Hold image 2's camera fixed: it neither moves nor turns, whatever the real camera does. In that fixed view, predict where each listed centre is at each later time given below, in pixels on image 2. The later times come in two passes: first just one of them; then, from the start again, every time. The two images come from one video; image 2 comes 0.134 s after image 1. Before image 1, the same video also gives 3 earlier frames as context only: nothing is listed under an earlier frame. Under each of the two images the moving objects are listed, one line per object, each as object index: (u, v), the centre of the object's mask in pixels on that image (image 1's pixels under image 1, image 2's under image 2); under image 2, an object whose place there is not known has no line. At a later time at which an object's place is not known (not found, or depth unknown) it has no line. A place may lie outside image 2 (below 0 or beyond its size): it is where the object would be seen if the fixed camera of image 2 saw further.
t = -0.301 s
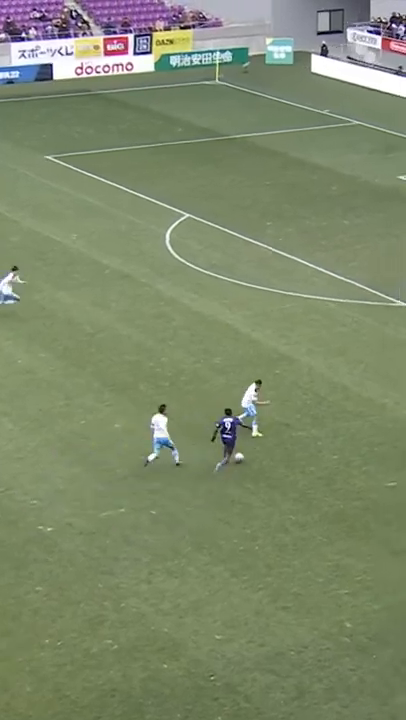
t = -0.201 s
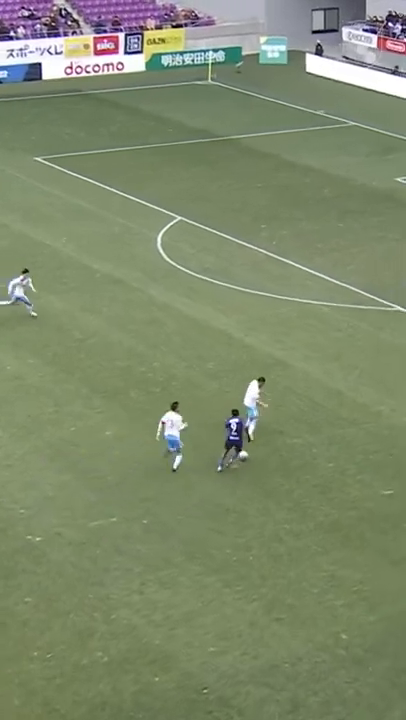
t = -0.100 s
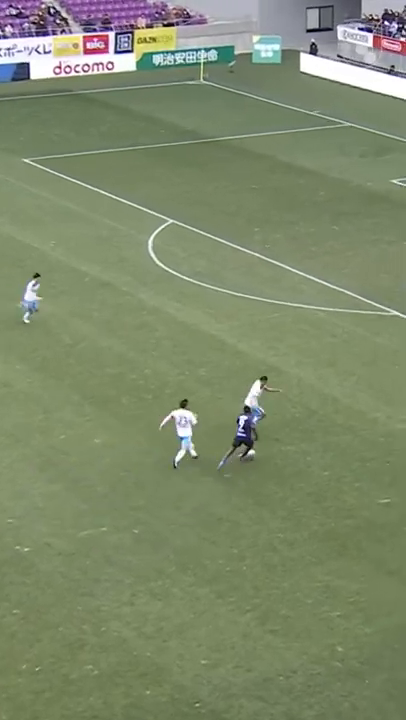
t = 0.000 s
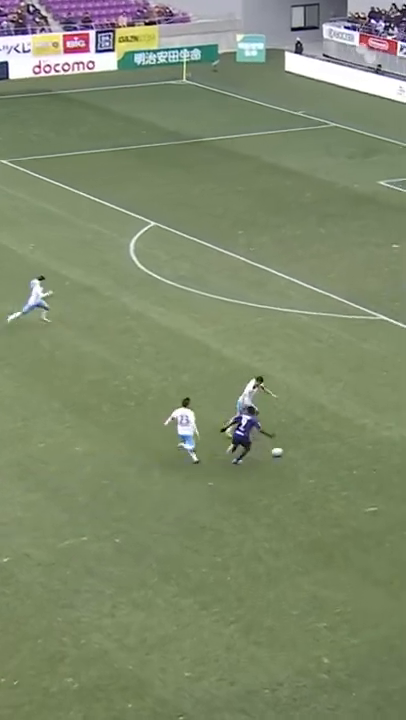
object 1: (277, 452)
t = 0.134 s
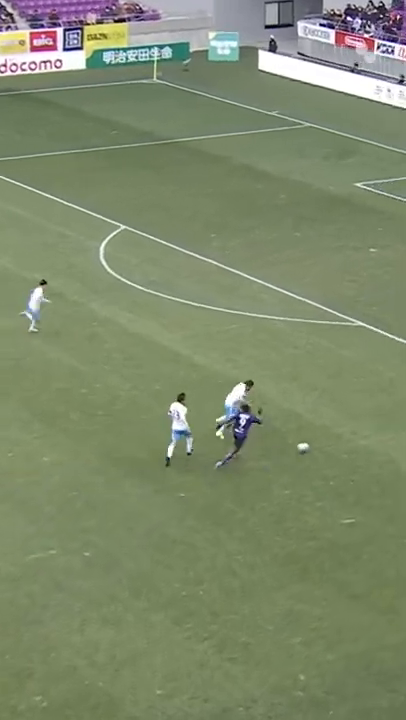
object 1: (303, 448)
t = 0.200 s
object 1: (327, 443)
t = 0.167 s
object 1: (315, 445)
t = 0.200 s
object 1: (327, 443)
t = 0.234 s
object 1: (338, 440)
